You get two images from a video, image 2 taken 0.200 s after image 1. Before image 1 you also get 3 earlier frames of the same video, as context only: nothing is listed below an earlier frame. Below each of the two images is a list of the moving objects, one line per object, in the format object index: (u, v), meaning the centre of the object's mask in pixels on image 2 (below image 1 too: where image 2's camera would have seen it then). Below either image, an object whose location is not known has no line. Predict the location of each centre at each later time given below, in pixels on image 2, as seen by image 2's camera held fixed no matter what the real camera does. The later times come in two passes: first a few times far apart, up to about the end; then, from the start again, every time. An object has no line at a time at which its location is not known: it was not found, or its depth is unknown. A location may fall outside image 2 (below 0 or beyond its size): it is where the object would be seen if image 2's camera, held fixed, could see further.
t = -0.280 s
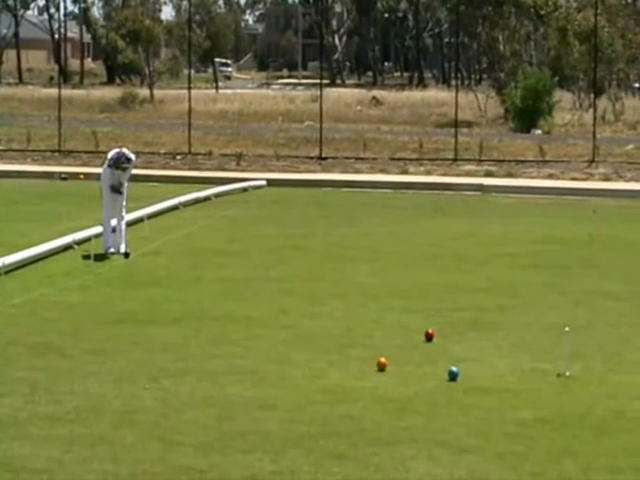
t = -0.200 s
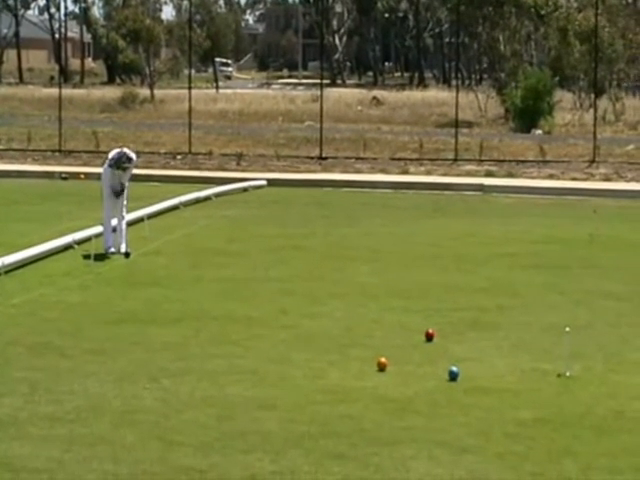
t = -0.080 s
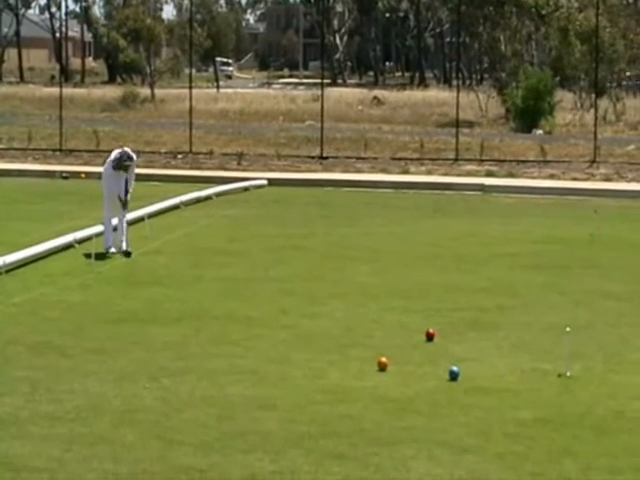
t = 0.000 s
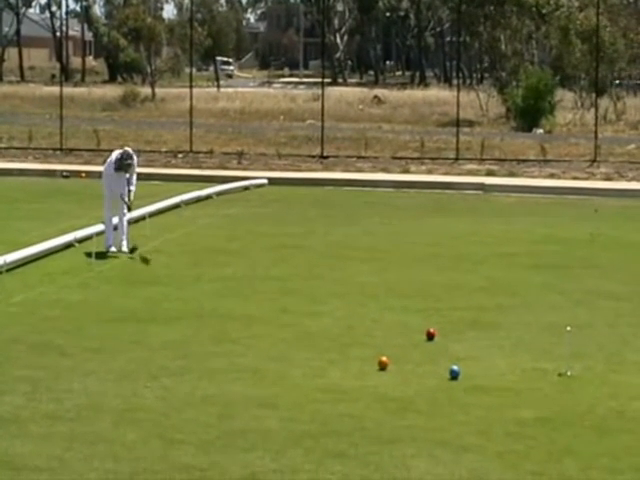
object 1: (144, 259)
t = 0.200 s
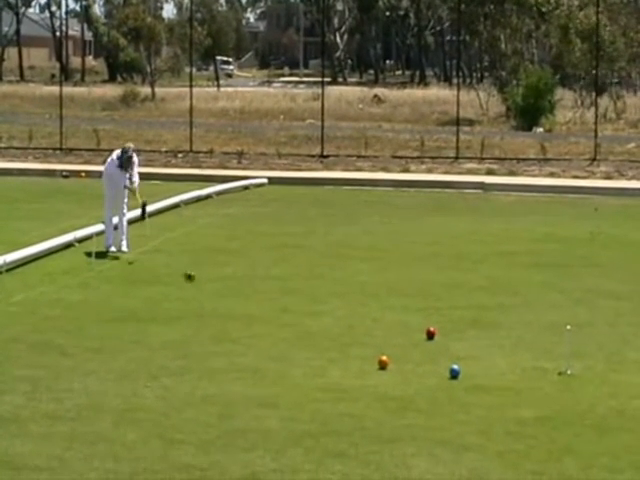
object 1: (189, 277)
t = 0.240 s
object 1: (198, 281)
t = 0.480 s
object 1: (255, 305)
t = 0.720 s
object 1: (316, 329)
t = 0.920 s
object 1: (371, 353)
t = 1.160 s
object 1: (448, 386)
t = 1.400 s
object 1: (539, 421)
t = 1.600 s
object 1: (629, 462)
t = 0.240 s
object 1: (198, 281)
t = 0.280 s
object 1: (207, 286)
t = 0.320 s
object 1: (217, 289)
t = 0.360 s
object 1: (226, 293)
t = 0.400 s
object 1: (236, 297)
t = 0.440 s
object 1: (245, 300)
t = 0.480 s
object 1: (255, 305)
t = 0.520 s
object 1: (265, 308)
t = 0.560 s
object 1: (275, 313)
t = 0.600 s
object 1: (285, 316)
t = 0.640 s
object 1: (295, 321)
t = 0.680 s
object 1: (306, 326)
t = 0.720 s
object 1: (316, 329)
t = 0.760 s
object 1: (327, 335)
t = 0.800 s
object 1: (337, 339)
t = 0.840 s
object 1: (348, 344)
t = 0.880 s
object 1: (360, 348)
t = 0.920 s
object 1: (371, 353)
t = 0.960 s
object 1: (383, 355)
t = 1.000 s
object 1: (396, 363)
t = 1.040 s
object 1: (408, 369)
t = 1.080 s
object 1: (421, 375)
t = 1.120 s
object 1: (434, 382)
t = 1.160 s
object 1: (448, 386)
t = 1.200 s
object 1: (462, 392)
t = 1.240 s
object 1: (477, 398)
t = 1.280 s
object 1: (492, 402)
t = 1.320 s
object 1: (507, 410)
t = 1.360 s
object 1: (523, 417)
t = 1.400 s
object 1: (539, 421)
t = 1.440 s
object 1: (556, 430)
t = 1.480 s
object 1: (573, 439)
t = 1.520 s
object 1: (592, 446)
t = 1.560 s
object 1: (611, 453)
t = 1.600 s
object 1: (629, 462)
